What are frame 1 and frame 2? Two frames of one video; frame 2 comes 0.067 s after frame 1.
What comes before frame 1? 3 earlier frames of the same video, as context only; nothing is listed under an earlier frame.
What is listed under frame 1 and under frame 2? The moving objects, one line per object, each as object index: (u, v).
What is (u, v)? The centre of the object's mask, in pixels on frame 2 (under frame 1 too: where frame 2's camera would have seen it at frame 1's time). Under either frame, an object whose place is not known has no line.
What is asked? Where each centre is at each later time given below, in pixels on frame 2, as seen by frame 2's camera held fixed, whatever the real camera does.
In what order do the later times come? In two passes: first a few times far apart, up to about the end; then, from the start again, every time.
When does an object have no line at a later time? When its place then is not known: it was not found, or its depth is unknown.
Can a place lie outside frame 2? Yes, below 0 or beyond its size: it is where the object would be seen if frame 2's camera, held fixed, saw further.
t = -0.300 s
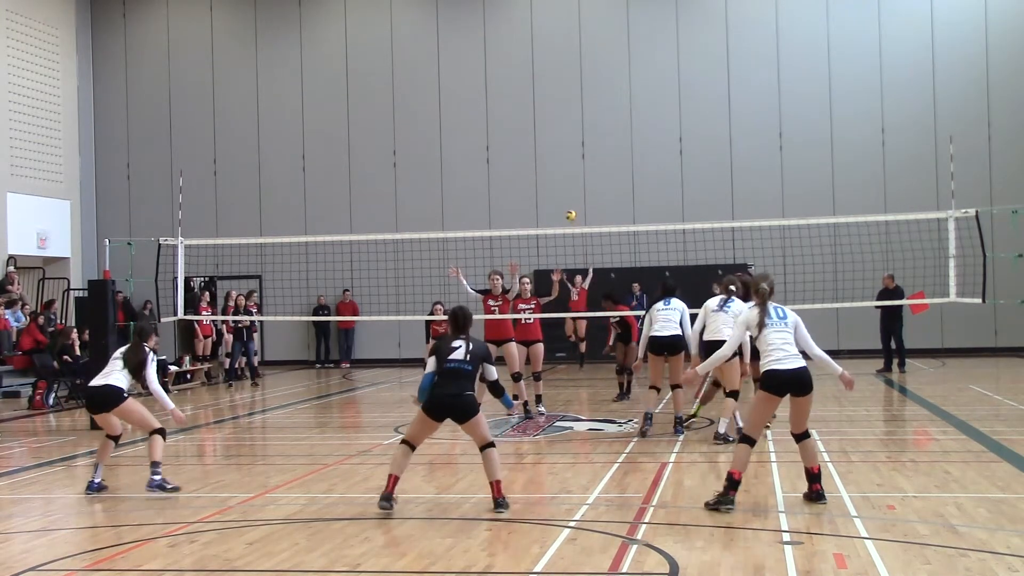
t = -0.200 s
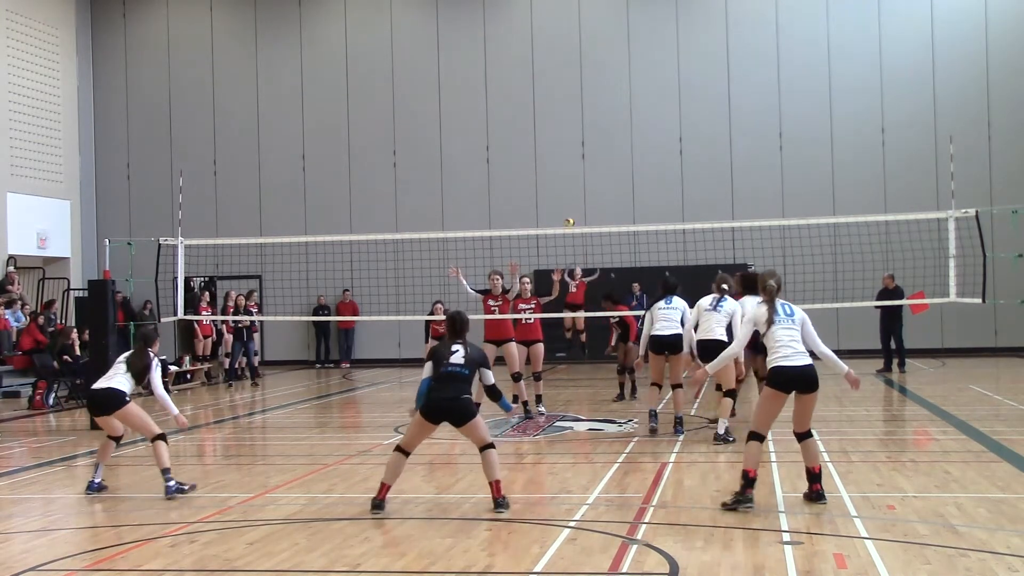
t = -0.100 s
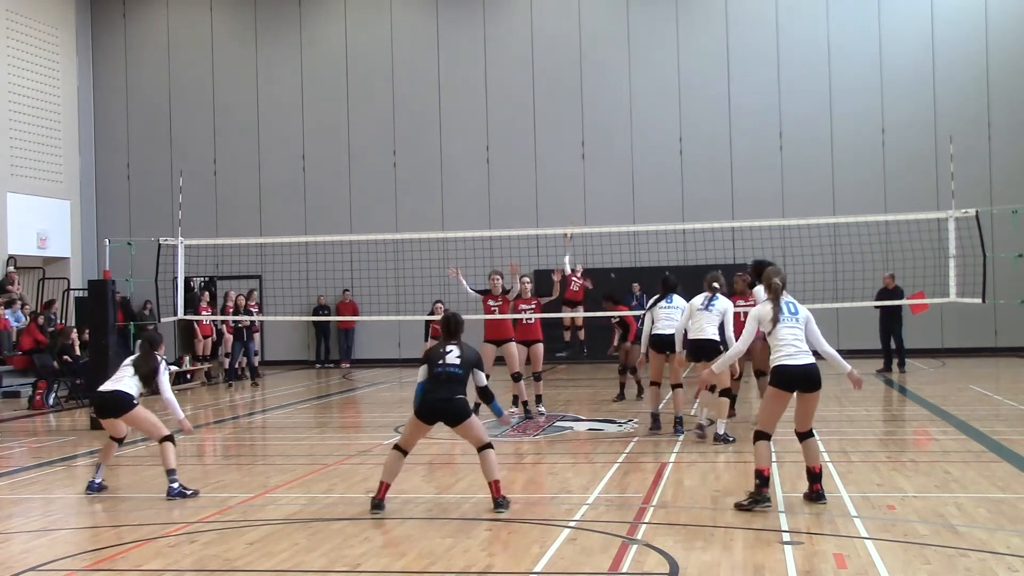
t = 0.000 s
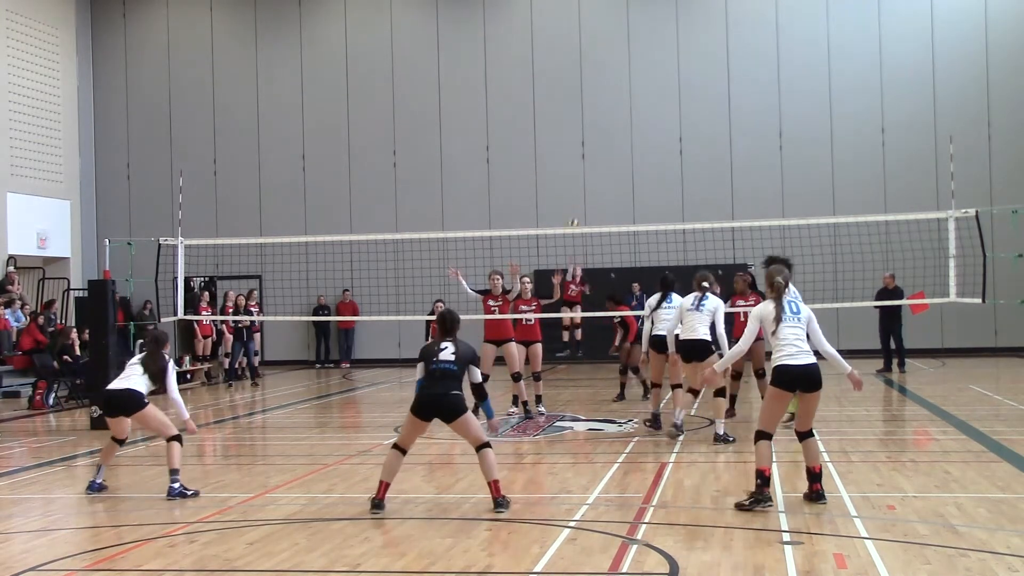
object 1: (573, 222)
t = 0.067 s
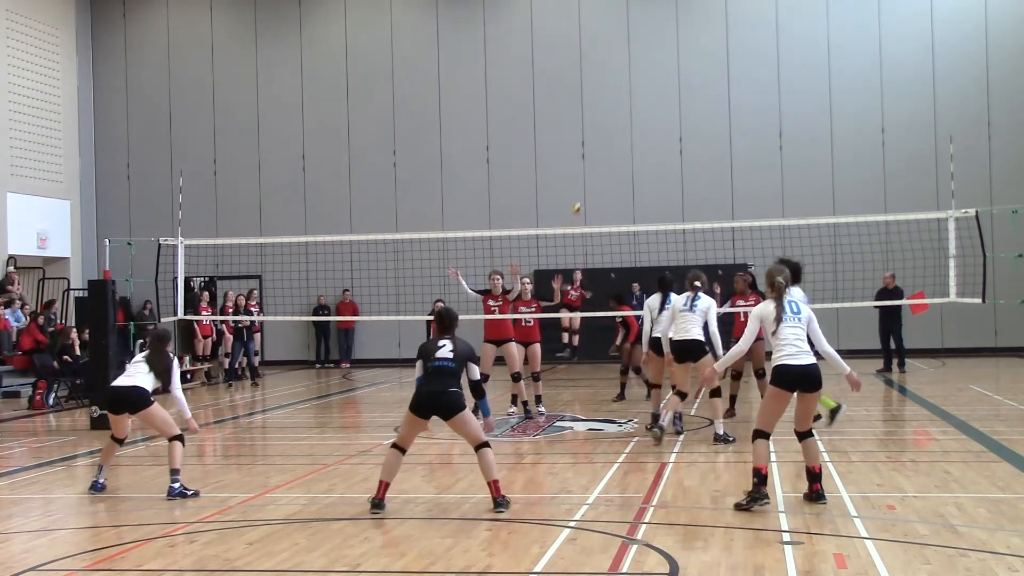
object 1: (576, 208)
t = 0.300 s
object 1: (592, 168)
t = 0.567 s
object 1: (622, 156)
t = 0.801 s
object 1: (667, 199)
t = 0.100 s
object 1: (579, 200)
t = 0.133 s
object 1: (581, 194)
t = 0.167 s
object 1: (583, 187)
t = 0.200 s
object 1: (586, 181)
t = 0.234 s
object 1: (588, 177)
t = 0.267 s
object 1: (590, 172)
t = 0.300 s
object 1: (592, 168)
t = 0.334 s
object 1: (595, 165)
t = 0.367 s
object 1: (599, 161)
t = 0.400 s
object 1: (602, 159)
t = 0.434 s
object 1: (605, 157)
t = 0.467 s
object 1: (609, 156)
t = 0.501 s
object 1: (613, 154)
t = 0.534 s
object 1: (617, 155)
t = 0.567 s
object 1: (622, 156)
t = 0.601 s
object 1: (627, 157)
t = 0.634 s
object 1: (632, 161)
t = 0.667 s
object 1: (639, 166)
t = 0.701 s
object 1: (646, 171)
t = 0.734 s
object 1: (651, 178)
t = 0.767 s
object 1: (660, 188)
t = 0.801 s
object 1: (667, 199)
